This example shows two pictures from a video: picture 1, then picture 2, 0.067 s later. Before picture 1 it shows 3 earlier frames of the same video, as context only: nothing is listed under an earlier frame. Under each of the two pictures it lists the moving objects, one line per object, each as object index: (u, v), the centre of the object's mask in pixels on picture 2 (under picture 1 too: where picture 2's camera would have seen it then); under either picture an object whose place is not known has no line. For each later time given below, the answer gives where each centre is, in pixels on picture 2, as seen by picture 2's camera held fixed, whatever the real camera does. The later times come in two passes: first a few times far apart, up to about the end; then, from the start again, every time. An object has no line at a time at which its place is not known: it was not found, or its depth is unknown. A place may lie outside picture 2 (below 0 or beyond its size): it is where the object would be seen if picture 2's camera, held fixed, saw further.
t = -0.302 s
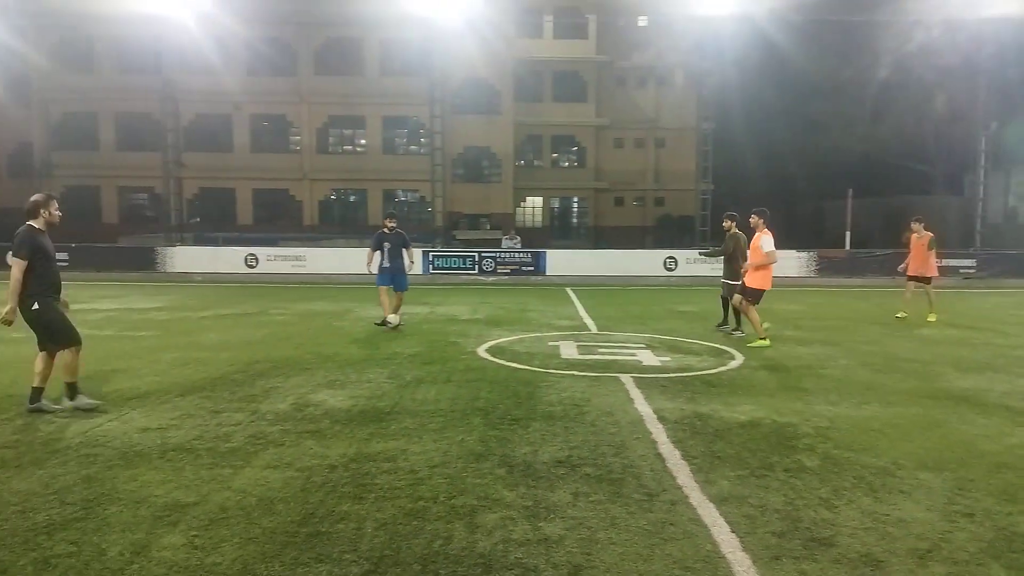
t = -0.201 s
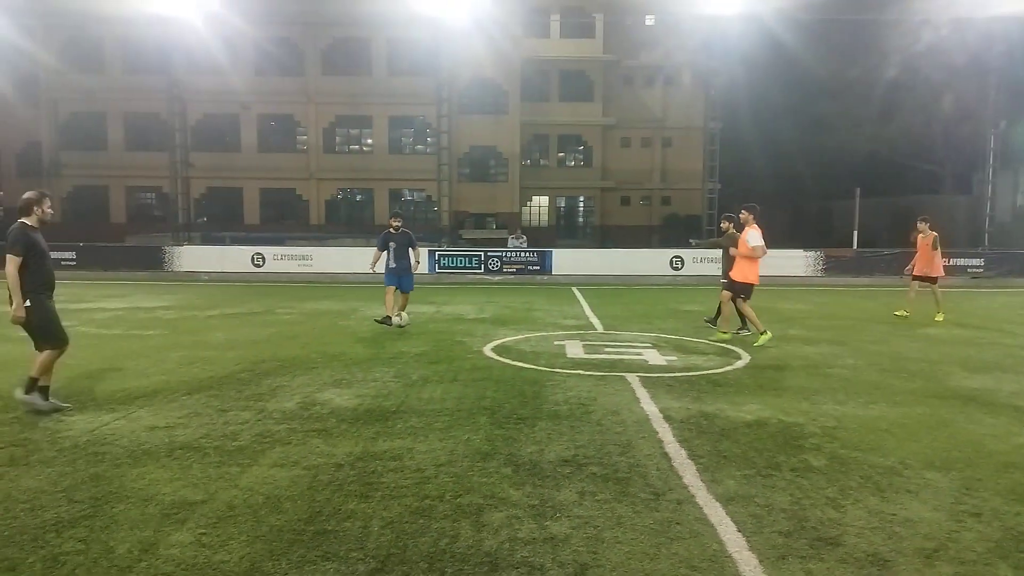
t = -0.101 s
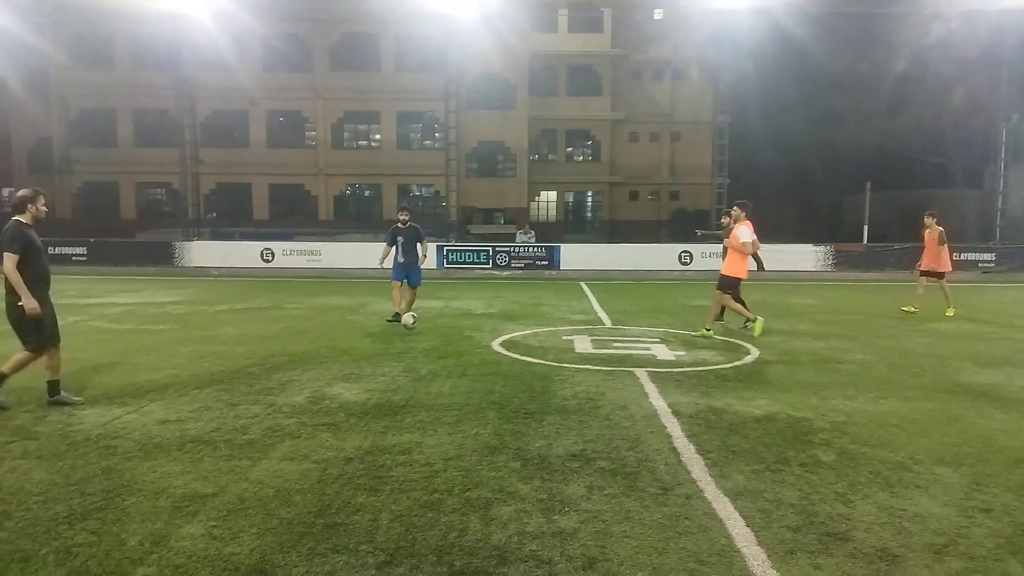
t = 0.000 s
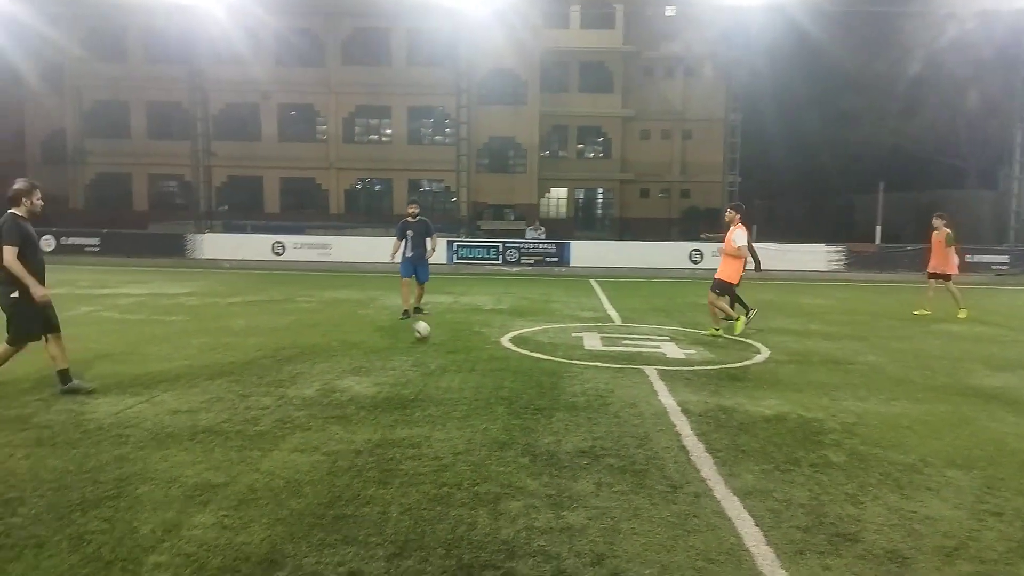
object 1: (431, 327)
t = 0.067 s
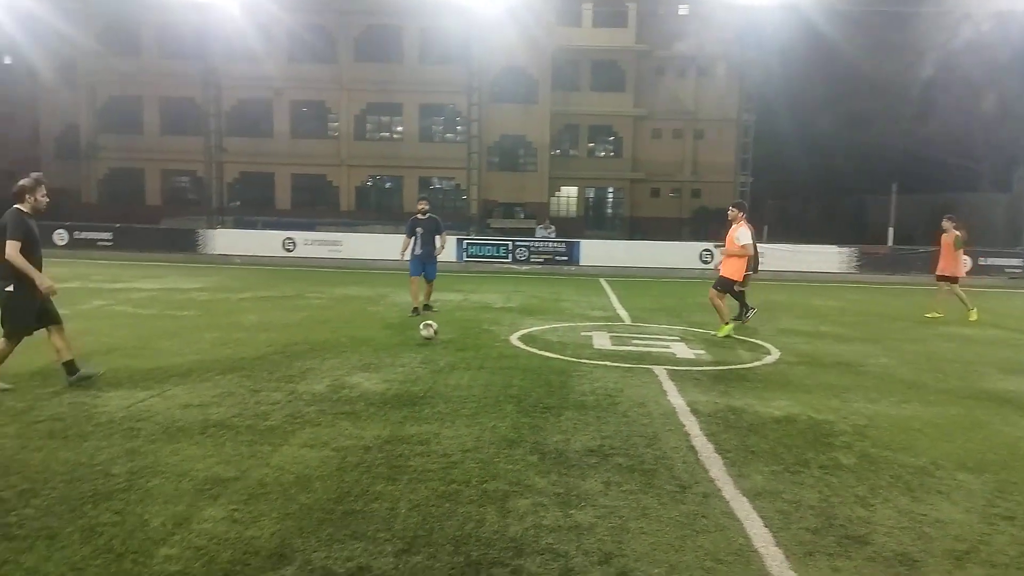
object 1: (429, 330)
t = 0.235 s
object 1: (421, 343)
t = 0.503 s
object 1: (401, 361)
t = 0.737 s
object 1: (382, 382)
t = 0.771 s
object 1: (379, 384)
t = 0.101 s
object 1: (427, 330)
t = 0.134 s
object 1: (426, 332)
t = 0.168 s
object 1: (425, 334)
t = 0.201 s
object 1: (423, 338)
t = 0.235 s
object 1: (421, 343)
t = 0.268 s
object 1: (419, 344)
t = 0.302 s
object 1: (417, 346)
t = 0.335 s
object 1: (414, 347)
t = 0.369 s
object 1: (411, 351)
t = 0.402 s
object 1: (409, 355)
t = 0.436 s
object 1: (406, 356)
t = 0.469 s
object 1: (404, 358)
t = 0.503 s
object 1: (401, 361)
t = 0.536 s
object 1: (398, 363)
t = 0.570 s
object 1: (396, 365)
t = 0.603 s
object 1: (393, 369)
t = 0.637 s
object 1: (390, 373)
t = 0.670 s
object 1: (388, 374)
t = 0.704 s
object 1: (385, 378)
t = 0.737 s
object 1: (382, 382)
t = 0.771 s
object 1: (379, 384)
